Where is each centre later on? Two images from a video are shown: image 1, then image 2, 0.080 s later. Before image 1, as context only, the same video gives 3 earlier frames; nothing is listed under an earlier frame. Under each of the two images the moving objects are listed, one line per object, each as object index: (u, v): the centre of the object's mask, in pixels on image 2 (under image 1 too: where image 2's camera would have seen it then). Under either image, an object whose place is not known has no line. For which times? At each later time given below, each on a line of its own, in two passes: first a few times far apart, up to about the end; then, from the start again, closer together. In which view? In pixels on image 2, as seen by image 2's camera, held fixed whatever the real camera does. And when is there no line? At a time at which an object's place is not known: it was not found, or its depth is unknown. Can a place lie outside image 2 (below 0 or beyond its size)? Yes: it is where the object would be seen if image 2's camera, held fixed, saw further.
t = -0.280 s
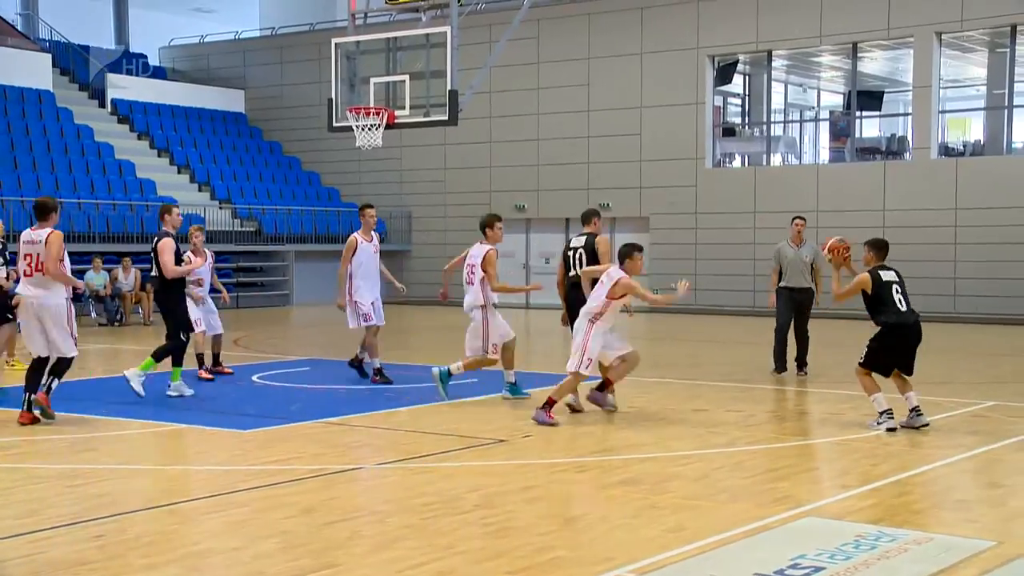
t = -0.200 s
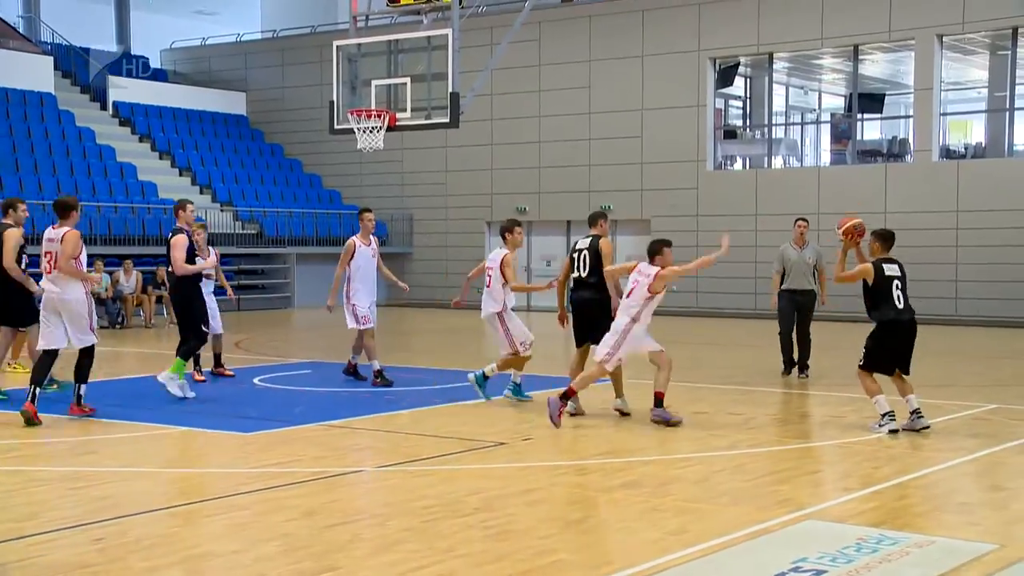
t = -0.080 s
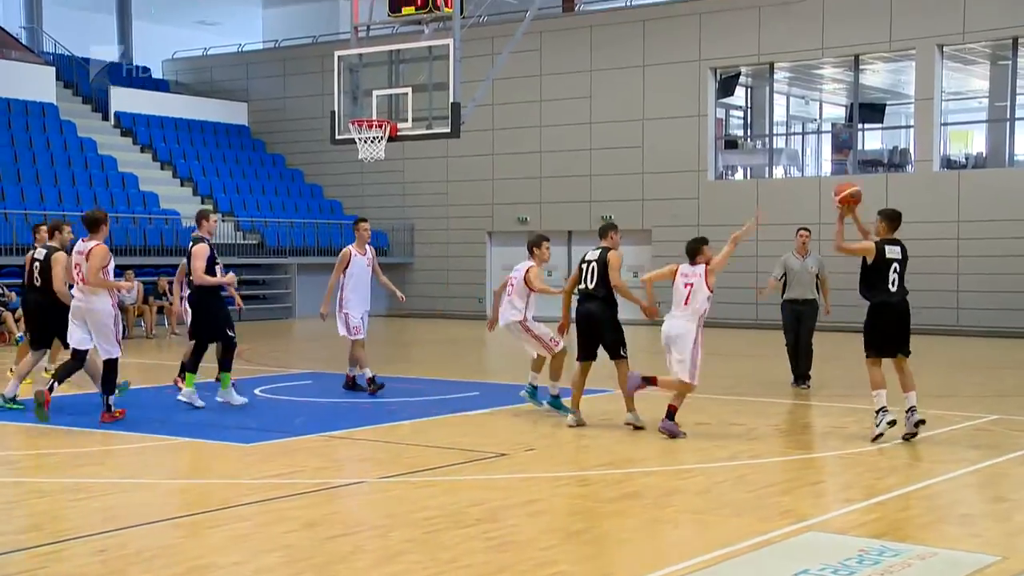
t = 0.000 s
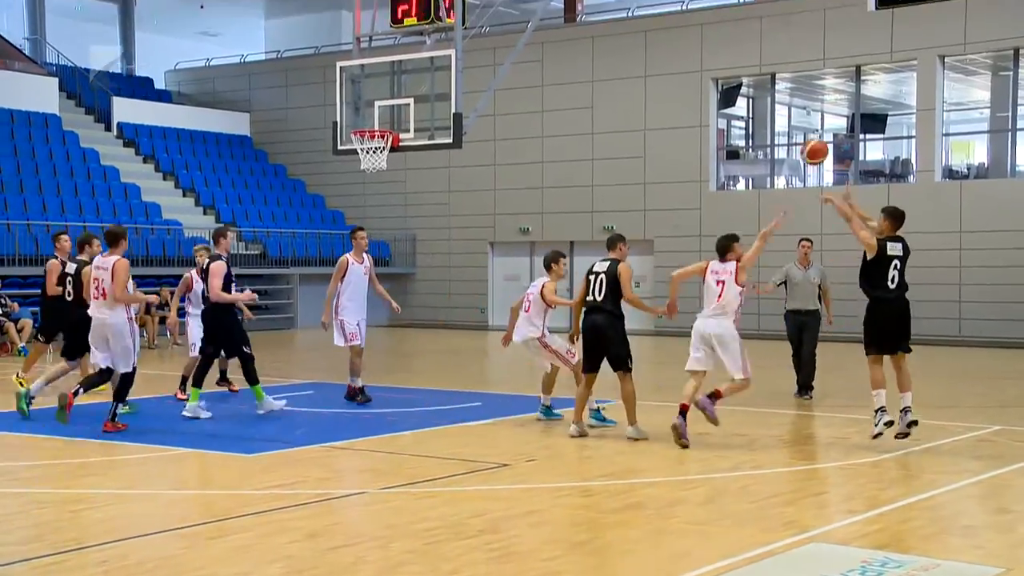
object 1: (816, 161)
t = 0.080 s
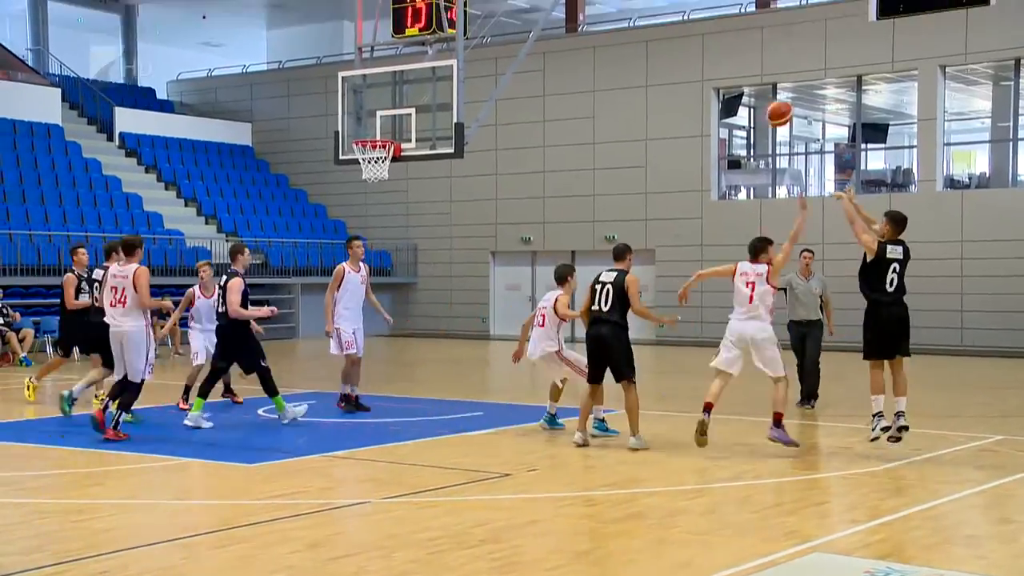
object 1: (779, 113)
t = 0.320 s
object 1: (677, 18)
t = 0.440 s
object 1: (631, -4)
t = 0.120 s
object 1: (761, 92)
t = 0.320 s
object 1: (677, 18)
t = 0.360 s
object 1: (662, 9)
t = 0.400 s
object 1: (647, 2)
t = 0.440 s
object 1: (631, -4)
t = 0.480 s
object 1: (617, -8)
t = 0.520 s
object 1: (603, -10)
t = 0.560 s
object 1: (589, -10)
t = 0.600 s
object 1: (575, -9)
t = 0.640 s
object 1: (562, -7)
